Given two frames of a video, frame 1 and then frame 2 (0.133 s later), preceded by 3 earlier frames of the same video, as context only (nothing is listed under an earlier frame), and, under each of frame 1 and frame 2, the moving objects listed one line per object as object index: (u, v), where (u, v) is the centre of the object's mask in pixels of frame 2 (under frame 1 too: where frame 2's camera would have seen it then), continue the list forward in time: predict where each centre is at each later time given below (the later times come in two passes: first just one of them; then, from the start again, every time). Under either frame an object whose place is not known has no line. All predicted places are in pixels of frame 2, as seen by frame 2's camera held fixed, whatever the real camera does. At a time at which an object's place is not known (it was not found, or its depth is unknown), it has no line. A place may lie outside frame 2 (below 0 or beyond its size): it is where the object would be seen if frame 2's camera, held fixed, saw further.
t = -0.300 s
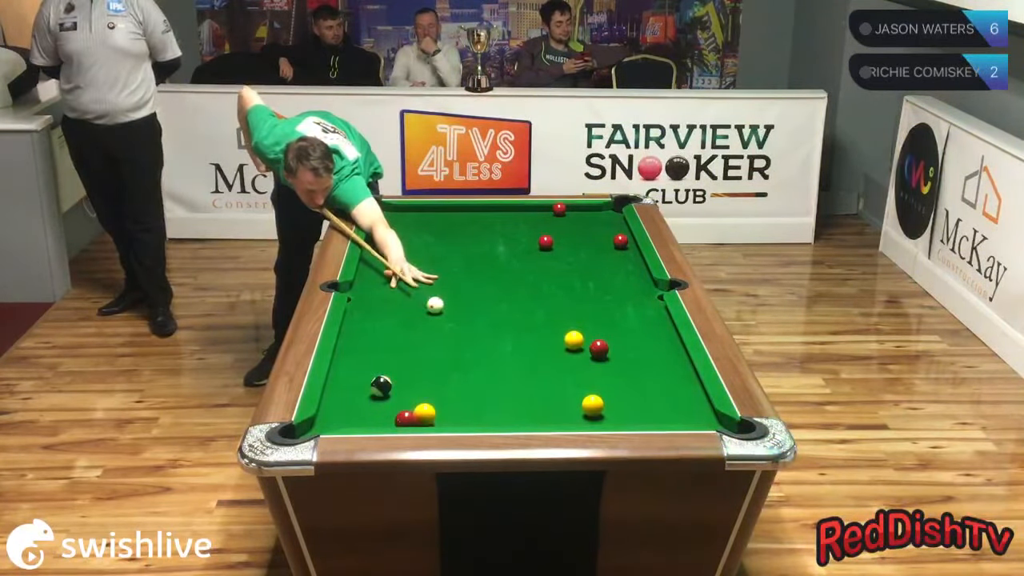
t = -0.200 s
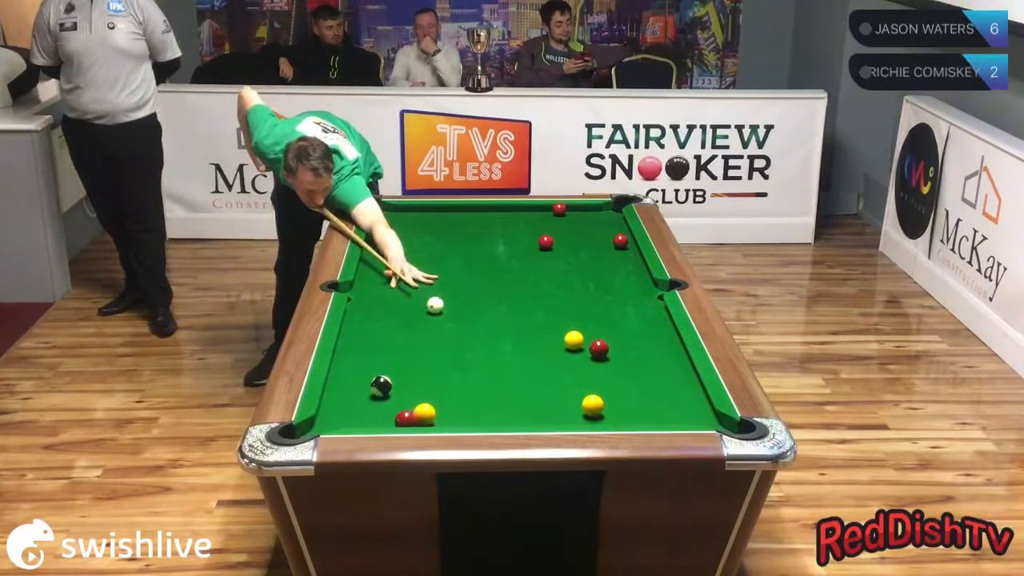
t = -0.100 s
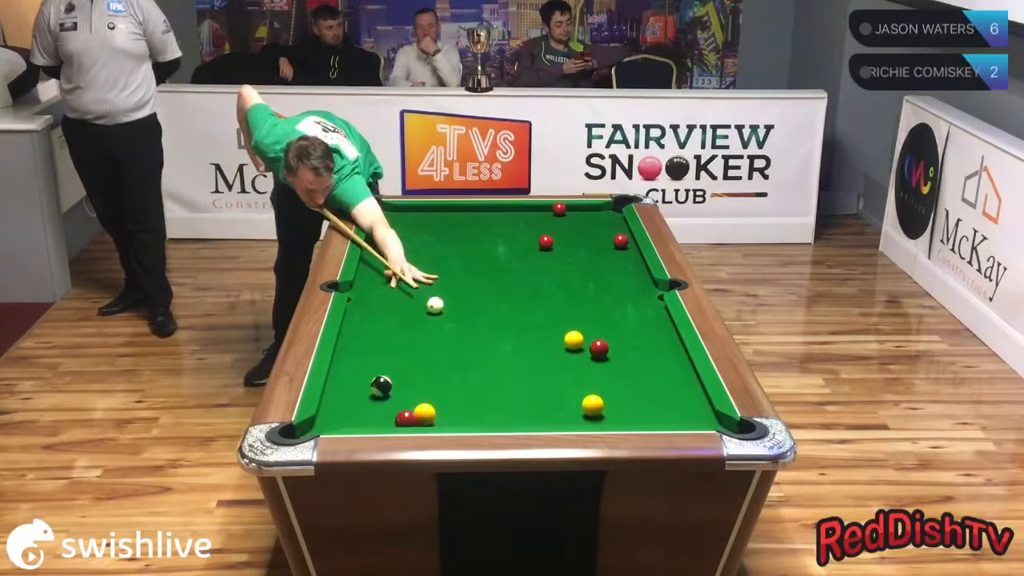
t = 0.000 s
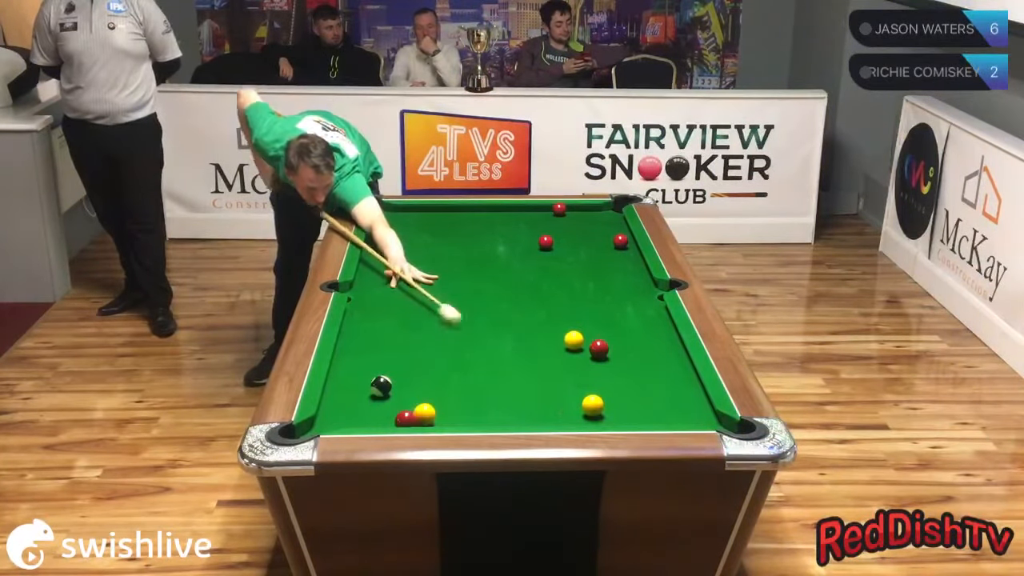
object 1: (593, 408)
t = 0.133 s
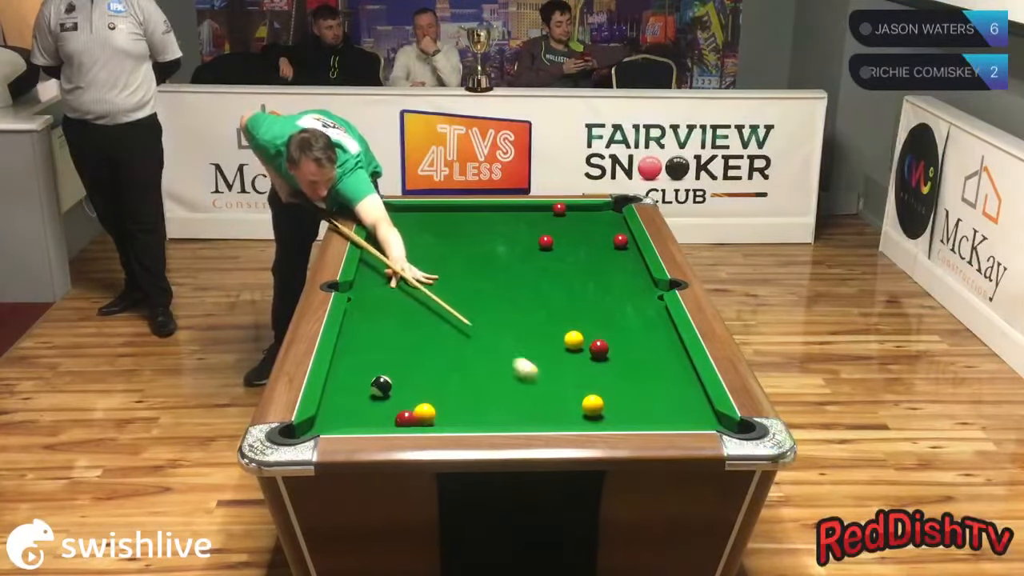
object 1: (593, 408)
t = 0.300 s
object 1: (665, 414)
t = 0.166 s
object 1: (593, 408)
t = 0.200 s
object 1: (593, 407)
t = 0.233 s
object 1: (615, 409)
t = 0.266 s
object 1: (641, 412)
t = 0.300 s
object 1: (665, 414)
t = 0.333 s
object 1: (689, 416)
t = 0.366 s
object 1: (713, 420)
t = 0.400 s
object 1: (729, 425)
